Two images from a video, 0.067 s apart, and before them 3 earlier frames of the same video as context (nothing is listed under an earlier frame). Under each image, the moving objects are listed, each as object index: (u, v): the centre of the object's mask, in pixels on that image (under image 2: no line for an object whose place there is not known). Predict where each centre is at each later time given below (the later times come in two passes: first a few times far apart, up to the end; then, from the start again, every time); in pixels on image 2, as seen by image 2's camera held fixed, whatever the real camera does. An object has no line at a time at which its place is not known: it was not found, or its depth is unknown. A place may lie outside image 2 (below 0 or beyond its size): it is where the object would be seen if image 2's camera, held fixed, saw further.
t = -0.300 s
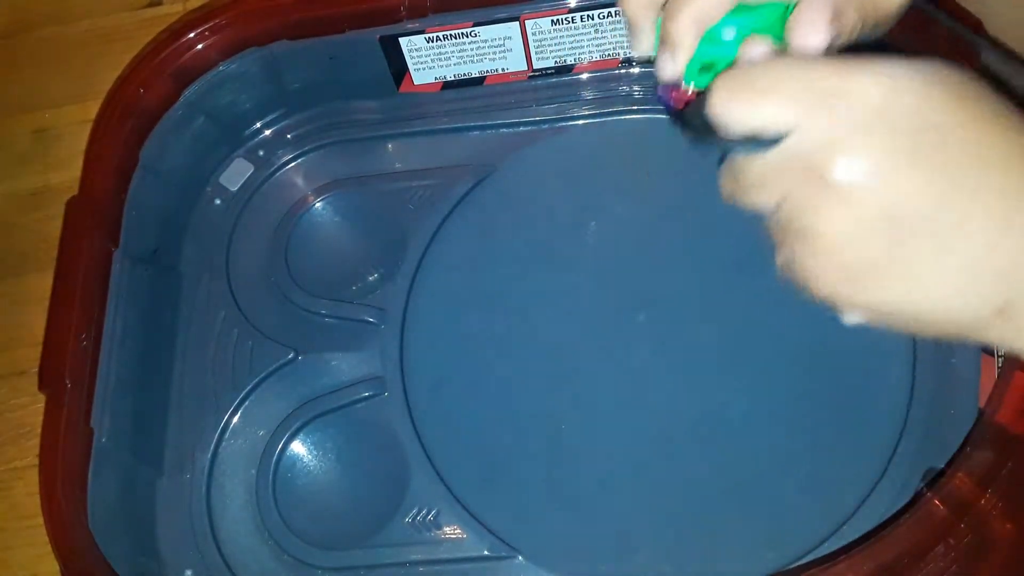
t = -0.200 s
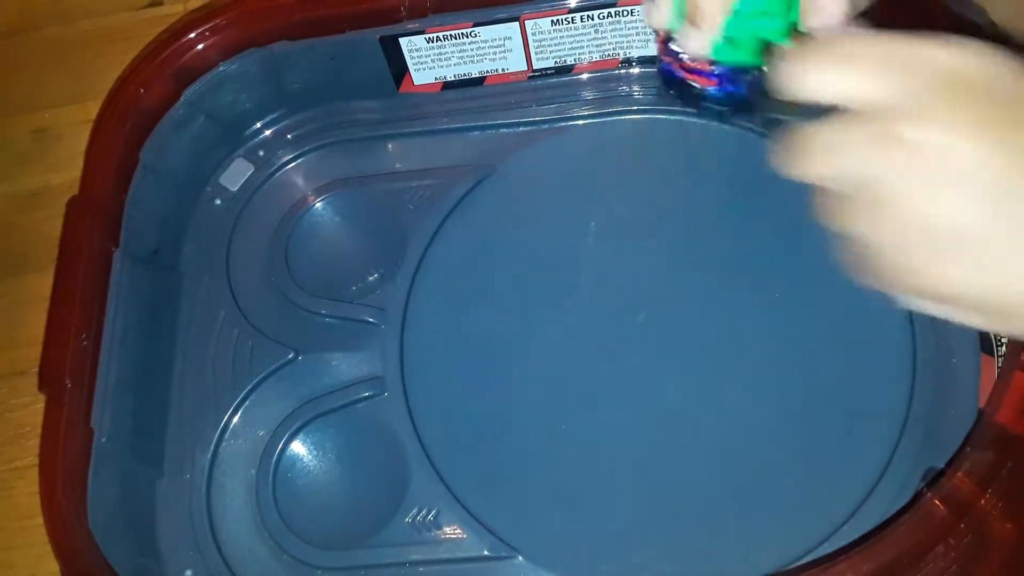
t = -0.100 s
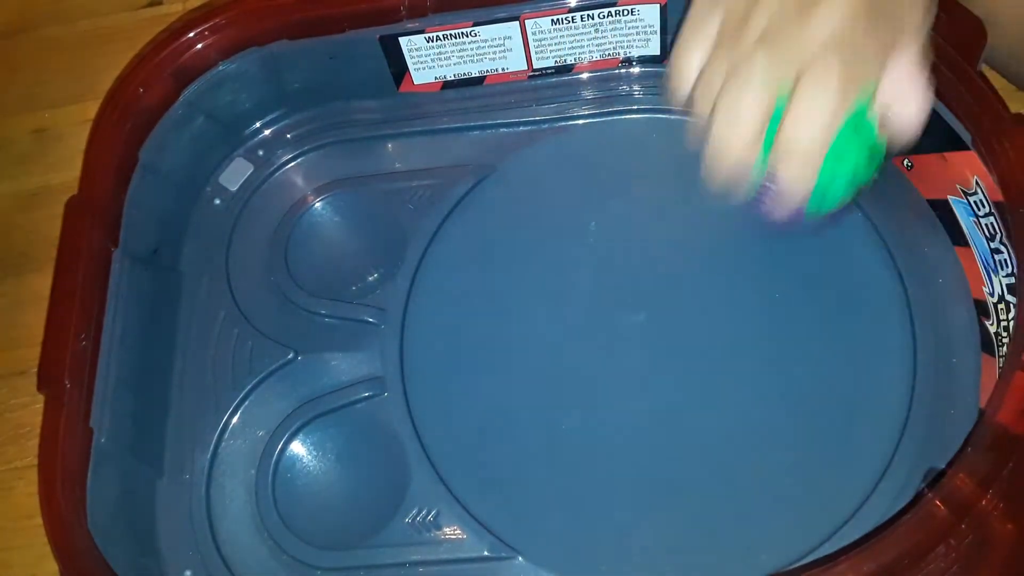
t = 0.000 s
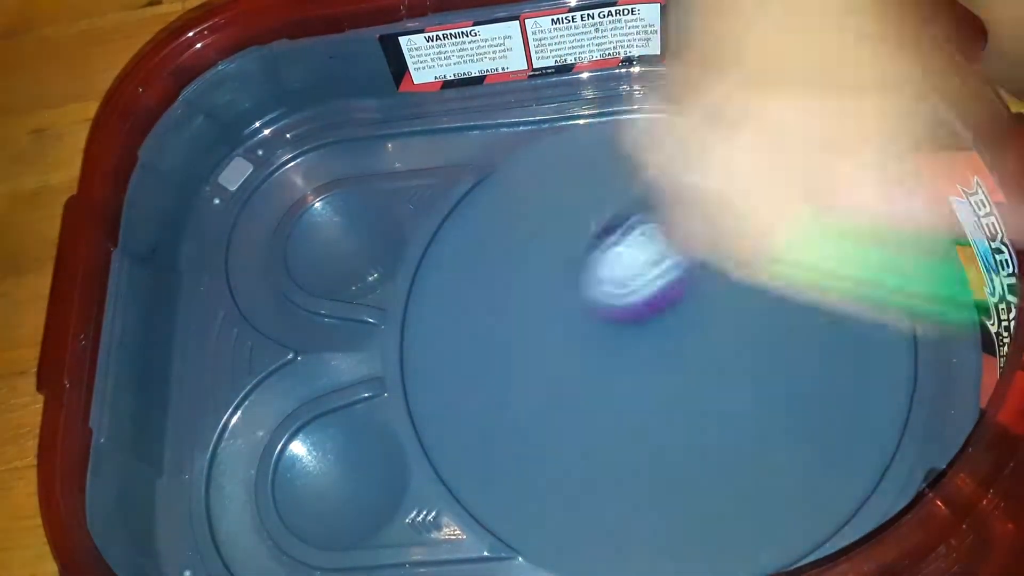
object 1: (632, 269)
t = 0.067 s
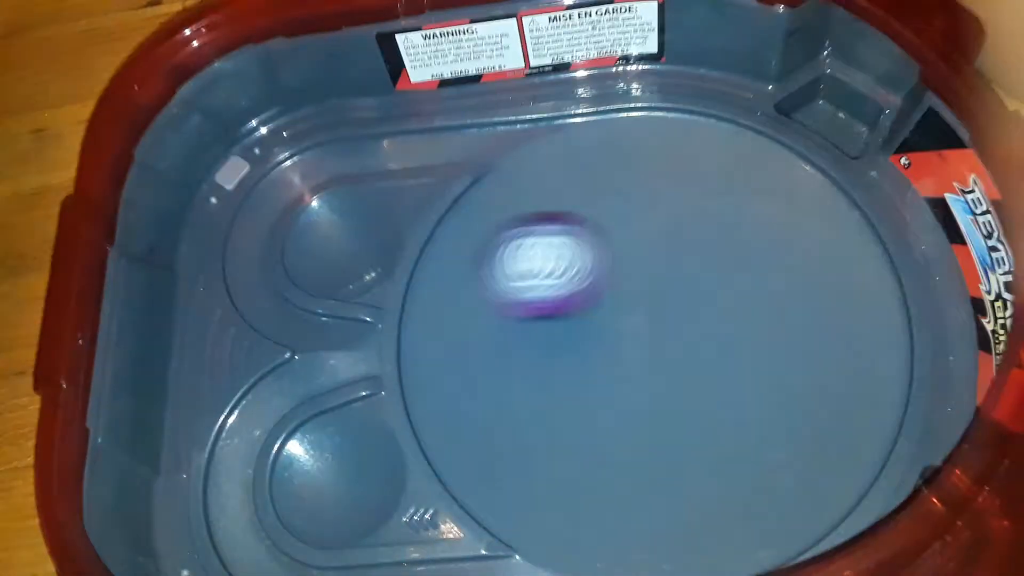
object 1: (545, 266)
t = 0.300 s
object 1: (566, 379)
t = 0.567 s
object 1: (849, 458)
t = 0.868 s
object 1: (668, 169)
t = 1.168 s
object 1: (404, 271)
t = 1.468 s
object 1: (695, 495)
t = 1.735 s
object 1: (817, 193)
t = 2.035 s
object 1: (422, 198)
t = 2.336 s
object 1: (367, 231)
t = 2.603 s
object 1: (304, 237)
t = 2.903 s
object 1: (316, 190)
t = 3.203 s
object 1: (371, 245)
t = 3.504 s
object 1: (281, 251)
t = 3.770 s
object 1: (432, 197)
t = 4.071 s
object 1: (604, 264)
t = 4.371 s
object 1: (742, 259)
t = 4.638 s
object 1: (686, 180)
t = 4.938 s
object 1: (586, 373)
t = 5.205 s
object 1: (758, 478)
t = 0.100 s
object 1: (502, 273)
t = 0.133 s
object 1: (461, 289)
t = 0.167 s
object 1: (447, 307)
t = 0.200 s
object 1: (473, 323)
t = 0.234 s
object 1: (502, 341)
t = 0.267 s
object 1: (532, 360)
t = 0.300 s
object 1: (566, 379)
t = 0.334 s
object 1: (599, 397)
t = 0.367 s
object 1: (634, 417)
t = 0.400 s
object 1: (671, 437)
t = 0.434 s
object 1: (709, 457)
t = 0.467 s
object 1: (750, 473)
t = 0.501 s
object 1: (790, 480)
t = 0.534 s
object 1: (828, 478)
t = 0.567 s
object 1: (849, 458)
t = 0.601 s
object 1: (853, 427)
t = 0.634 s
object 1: (853, 390)
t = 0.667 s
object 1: (850, 351)
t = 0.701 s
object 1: (834, 308)
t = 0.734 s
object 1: (812, 271)
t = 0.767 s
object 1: (783, 238)
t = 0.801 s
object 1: (747, 208)
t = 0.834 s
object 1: (709, 186)
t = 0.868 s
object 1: (668, 169)
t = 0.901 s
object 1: (625, 159)
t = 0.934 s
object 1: (586, 153)
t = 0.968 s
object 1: (541, 154)
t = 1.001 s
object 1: (503, 157)
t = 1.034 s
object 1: (470, 163)
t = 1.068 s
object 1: (447, 180)
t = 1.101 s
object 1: (430, 207)
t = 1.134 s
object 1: (416, 236)
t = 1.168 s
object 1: (404, 271)
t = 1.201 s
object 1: (399, 308)
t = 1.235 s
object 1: (402, 345)
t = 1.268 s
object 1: (419, 382)
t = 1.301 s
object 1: (445, 420)
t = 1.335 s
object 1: (479, 453)
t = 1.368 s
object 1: (522, 479)
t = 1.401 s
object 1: (579, 491)
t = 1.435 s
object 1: (637, 497)
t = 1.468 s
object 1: (695, 495)
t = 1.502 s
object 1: (755, 483)
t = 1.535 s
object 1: (808, 464)
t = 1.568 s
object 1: (839, 427)
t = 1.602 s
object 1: (857, 382)
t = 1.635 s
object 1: (859, 333)
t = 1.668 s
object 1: (852, 283)
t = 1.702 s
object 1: (839, 237)
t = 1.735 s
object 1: (817, 193)
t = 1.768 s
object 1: (789, 151)
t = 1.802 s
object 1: (748, 133)
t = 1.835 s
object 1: (696, 123)
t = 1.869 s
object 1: (641, 118)
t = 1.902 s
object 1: (586, 122)
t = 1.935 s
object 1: (533, 134)
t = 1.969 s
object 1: (486, 152)
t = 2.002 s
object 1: (450, 174)
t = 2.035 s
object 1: (422, 198)
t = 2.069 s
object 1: (395, 231)
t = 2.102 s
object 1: (373, 260)
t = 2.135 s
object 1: (357, 273)
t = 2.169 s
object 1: (351, 267)
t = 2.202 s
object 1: (347, 262)
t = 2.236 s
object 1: (347, 259)
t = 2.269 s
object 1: (352, 253)
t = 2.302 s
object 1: (362, 243)
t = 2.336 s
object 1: (367, 231)
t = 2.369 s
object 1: (369, 213)
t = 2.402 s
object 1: (363, 197)
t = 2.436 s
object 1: (349, 185)
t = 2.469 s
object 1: (332, 182)
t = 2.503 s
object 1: (315, 187)
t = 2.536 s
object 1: (299, 204)
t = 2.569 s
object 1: (293, 223)
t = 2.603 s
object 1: (304, 237)
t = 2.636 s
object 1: (325, 242)
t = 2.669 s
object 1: (343, 239)
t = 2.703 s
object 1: (353, 225)
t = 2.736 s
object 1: (353, 213)
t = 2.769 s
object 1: (350, 206)
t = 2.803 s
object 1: (343, 197)
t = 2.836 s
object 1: (335, 189)
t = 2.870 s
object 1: (326, 185)
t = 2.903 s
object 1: (316, 190)
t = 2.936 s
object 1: (308, 202)
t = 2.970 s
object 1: (298, 216)
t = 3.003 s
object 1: (290, 231)
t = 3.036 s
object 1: (293, 246)
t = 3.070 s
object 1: (304, 258)
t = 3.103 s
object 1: (316, 265)
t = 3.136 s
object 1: (335, 266)
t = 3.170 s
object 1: (355, 258)
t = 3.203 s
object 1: (371, 245)
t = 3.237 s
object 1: (380, 226)
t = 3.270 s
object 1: (378, 208)
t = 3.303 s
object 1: (369, 191)
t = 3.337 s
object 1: (352, 181)
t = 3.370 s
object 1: (329, 180)
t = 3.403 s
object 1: (303, 188)
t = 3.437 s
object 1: (283, 211)
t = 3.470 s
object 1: (277, 233)
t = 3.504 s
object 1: (281, 251)
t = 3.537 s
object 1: (299, 264)
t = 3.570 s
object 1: (318, 268)
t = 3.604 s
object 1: (344, 270)
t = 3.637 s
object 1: (370, 261)
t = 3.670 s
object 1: (388, 243)
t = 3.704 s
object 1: (404, 225)
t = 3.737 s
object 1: (418, 210)
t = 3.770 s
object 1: (432, 197)
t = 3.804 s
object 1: (450, 191)
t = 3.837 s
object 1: (466, 191)
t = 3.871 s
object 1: (485, 193)
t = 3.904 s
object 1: (508, 201)
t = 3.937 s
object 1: (530, 211)
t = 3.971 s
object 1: (550, 225)
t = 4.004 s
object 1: (569, 238)
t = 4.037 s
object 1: (587, 253)
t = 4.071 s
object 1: (604, 264)
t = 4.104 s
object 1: (622, 273)
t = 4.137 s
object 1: (639, 280)
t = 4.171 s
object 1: (658, 285)
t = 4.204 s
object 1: (677, 286)
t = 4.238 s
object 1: (692, 285)
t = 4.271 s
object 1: (707, 282)
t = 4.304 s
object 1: (721, 276)
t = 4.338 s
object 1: (734, 268)
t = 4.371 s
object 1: (742, 259)
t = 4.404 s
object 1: (748, 250)
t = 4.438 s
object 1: (751, 238)
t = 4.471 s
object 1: (750, 224)
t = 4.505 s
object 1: (746, 211)
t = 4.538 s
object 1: (737, 200)
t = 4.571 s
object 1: (725, 189)
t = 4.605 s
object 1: (707, 182)
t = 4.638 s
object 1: (686, 180)
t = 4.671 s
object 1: (663, 184)
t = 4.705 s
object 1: (639, 196)
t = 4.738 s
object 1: (618, 213)
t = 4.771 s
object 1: (602, 234)
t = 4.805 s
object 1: (589, 259)
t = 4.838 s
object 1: (581, 286)
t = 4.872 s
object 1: (578, 317)
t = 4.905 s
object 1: (579, 347)
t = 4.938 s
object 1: (586, 373)
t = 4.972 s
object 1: (597, 399)
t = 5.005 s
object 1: (613, 424)
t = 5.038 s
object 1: (634, 447)
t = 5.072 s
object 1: (656, 463)
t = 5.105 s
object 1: (681, 475)
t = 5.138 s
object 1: (705, 481)
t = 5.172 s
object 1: (733, 482)
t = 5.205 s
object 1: (758, 478)
